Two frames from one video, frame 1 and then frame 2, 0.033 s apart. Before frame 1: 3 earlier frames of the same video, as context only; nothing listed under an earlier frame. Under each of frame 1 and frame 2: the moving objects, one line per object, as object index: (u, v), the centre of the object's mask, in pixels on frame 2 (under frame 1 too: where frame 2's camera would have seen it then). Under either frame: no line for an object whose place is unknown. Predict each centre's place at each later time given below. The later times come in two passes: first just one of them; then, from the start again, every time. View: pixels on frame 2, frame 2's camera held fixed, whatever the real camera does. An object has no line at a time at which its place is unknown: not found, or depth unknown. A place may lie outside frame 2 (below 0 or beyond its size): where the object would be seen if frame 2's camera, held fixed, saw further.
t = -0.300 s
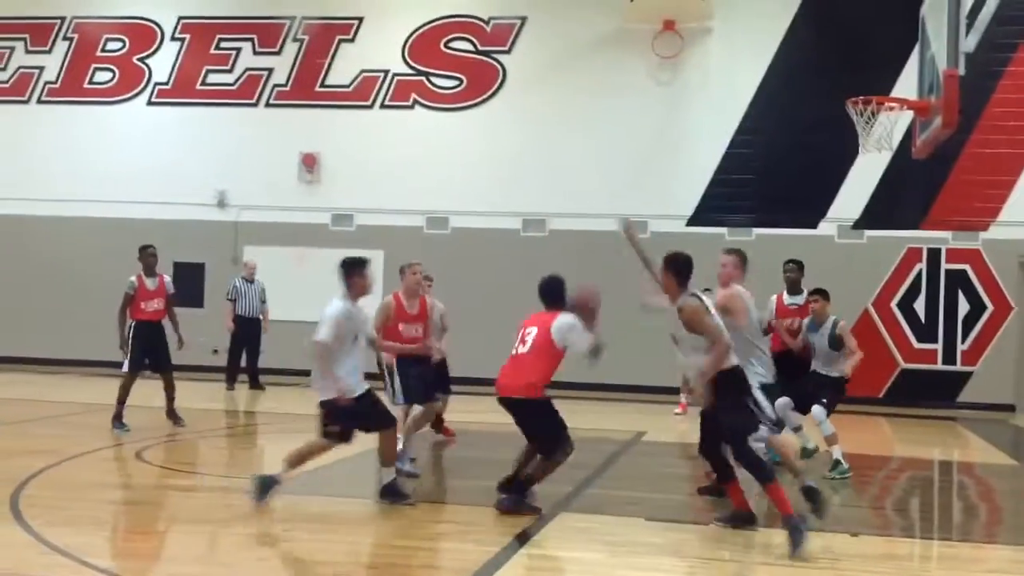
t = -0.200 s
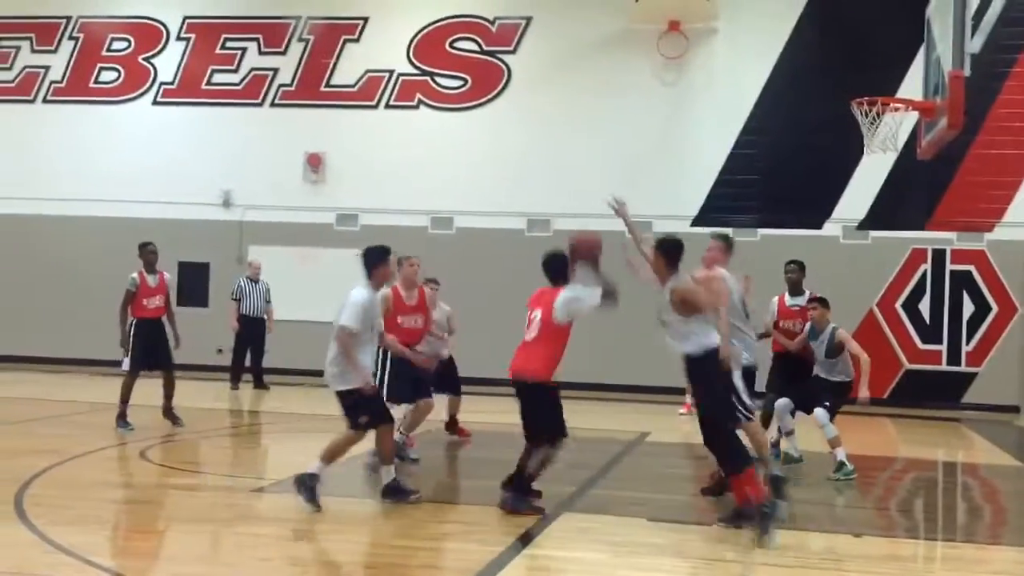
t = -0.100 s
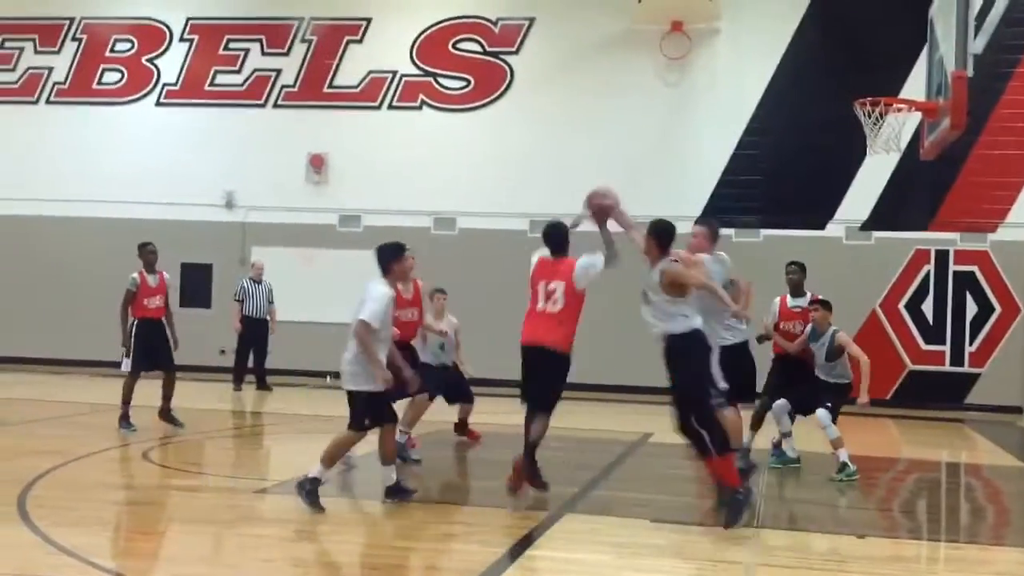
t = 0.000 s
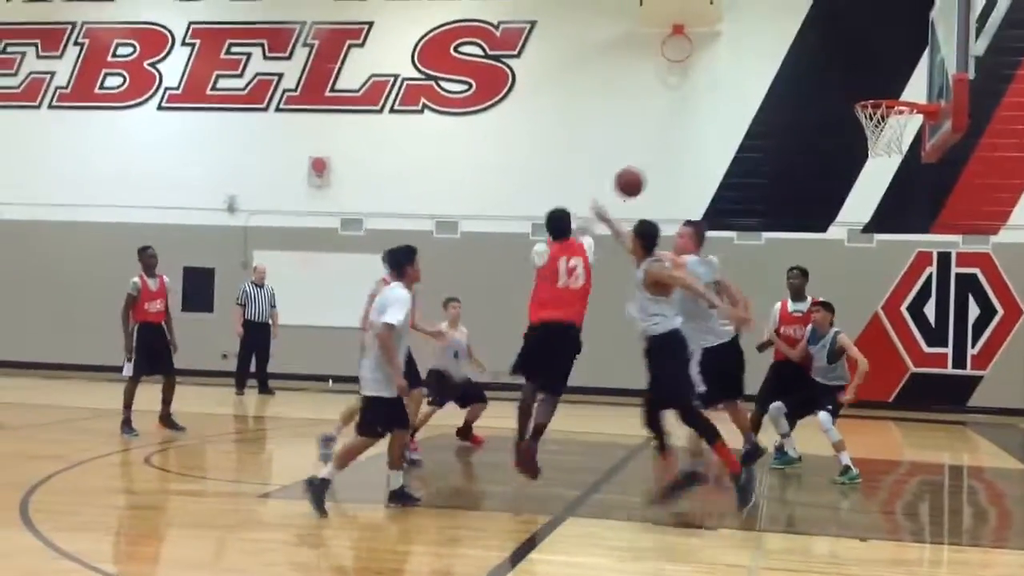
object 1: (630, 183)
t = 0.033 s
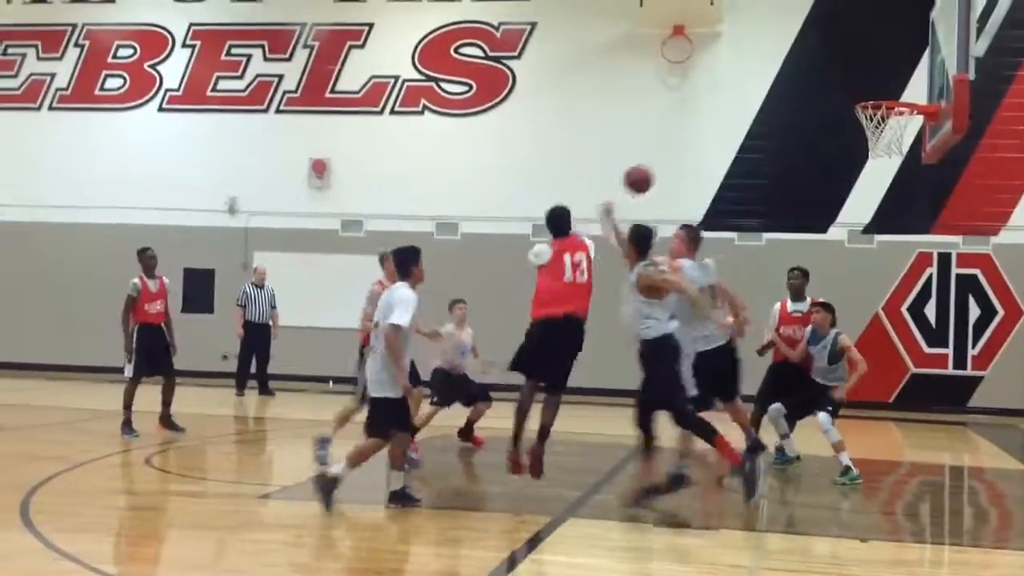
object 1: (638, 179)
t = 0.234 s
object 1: (679, 182)
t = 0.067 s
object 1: (646, 176)
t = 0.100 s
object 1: (653, 174)
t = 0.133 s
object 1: (660, 175)
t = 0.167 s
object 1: (666, 176)
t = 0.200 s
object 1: (673, 179)
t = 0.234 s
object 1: (679, 182)
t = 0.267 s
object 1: (685, 186)
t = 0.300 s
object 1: (690, 191)
